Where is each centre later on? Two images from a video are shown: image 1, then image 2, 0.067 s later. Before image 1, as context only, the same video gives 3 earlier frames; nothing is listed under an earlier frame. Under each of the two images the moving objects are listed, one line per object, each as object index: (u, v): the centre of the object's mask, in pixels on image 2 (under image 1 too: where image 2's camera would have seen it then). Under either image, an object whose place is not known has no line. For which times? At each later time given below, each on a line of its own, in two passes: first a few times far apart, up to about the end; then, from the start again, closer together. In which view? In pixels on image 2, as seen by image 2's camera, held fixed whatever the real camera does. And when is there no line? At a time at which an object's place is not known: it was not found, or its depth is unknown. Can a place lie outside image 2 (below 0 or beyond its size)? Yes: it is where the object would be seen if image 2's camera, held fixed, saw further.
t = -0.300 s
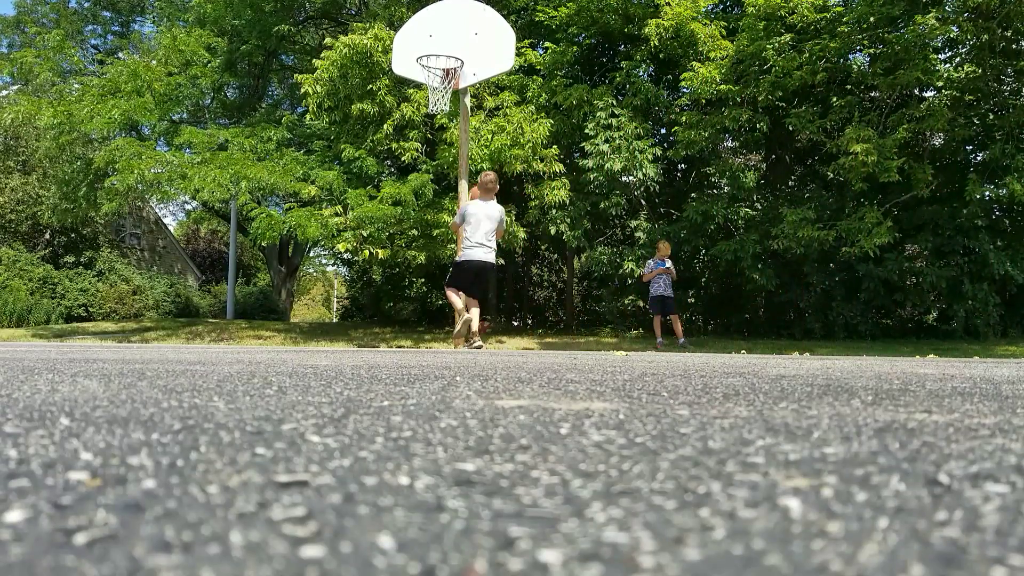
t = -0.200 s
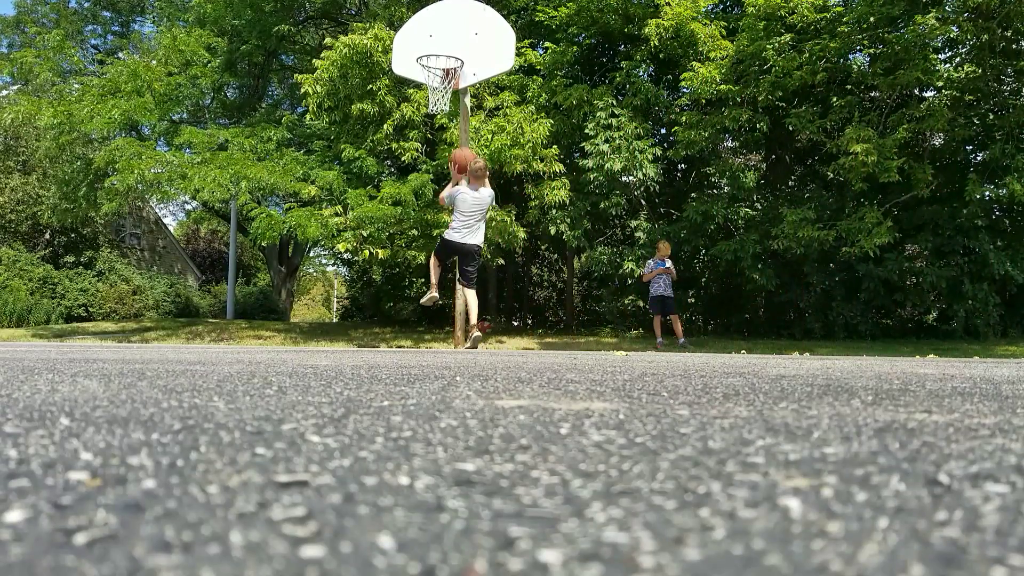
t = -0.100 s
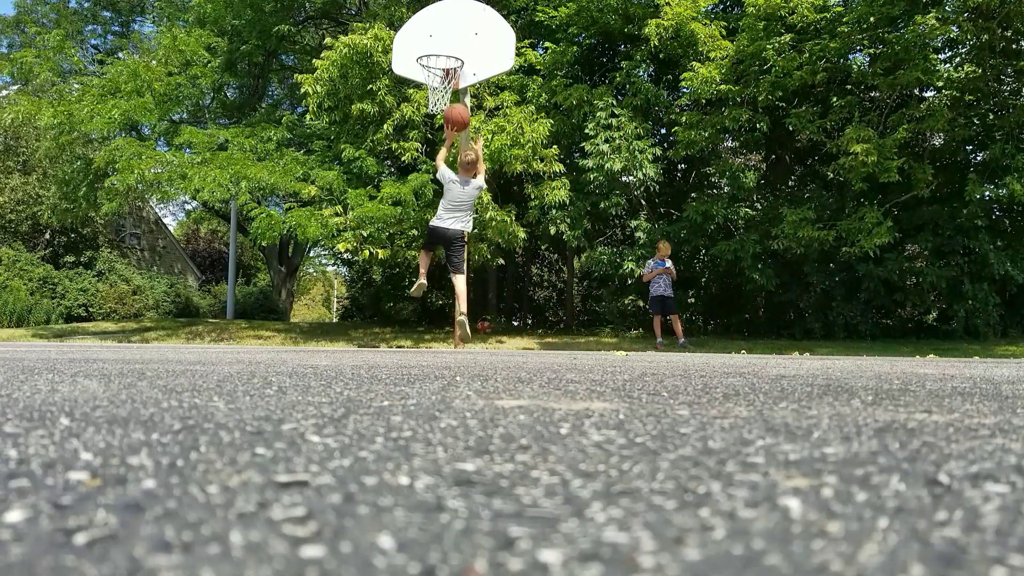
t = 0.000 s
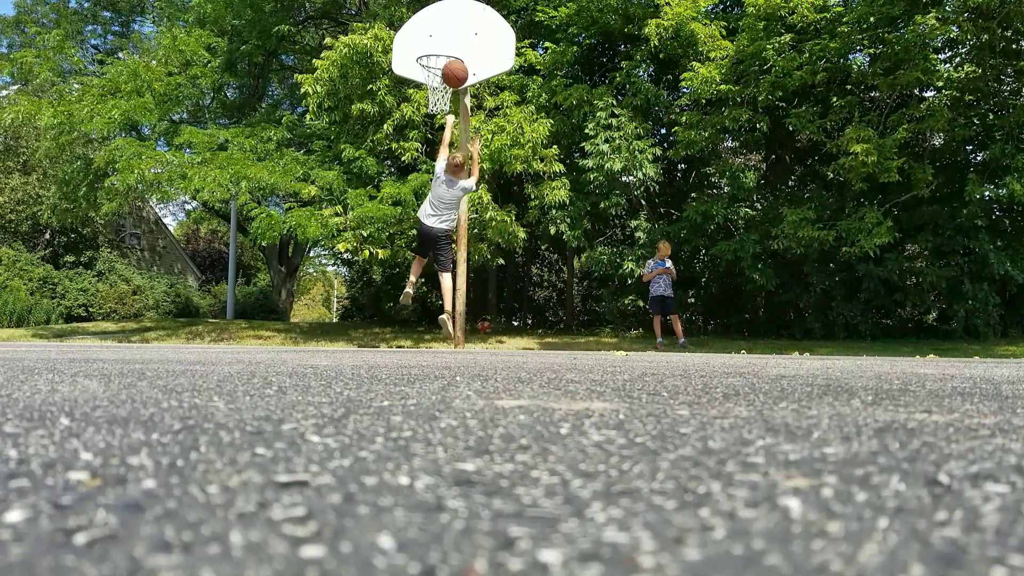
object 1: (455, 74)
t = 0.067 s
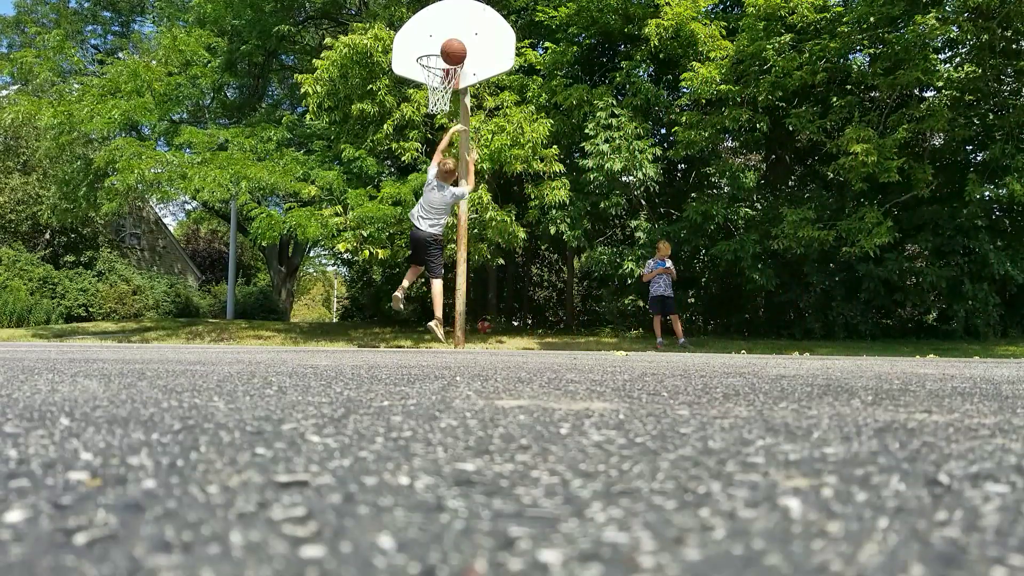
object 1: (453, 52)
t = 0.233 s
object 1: (450, 21)
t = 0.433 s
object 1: (445, 23)
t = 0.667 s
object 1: (438, 70)
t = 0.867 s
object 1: (434, 108)
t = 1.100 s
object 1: (430, 176)
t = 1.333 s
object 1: (424, 291)
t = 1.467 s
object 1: (423, 311)
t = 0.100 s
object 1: (453, 43)
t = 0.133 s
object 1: (452, 36)
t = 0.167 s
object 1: (451, 30)
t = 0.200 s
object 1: (450, 25)
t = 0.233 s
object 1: (450, 21)
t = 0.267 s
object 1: (449, 19)
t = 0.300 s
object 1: (448, 17)
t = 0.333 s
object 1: (447, 17)
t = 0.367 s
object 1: (446, 18)
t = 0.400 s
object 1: (446, 20)
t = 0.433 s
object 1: (445, 23)
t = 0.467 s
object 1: (444, 27)
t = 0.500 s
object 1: (443, 31)
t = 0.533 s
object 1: (442, 37)
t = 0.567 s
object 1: (441, 44)
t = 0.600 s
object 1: (440, 52)
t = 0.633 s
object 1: (439, 61)
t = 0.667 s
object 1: (438, 70)
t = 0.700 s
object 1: (436, 77)
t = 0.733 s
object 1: (436, 85)
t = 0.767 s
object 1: (436, 93)
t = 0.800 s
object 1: (436, 101)
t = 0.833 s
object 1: (435, 103)
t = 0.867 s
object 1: (434, 108)
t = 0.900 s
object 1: (434, 115)
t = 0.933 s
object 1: (433, 123)
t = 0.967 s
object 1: (432, 132)
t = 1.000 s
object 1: (432, 141)
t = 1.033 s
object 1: (431, 152)
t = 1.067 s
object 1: (431, 164)
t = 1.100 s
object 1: (430, 176)
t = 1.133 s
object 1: (429, 190)
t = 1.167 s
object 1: (429, 204)
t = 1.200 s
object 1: (428, 220)
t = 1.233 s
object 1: (427, 236)
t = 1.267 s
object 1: (426, 254)
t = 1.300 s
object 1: (425, 272)
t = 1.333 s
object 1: (424, 291)
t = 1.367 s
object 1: (423, 311)
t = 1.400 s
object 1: (422, 332)
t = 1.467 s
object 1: (423, 311)
